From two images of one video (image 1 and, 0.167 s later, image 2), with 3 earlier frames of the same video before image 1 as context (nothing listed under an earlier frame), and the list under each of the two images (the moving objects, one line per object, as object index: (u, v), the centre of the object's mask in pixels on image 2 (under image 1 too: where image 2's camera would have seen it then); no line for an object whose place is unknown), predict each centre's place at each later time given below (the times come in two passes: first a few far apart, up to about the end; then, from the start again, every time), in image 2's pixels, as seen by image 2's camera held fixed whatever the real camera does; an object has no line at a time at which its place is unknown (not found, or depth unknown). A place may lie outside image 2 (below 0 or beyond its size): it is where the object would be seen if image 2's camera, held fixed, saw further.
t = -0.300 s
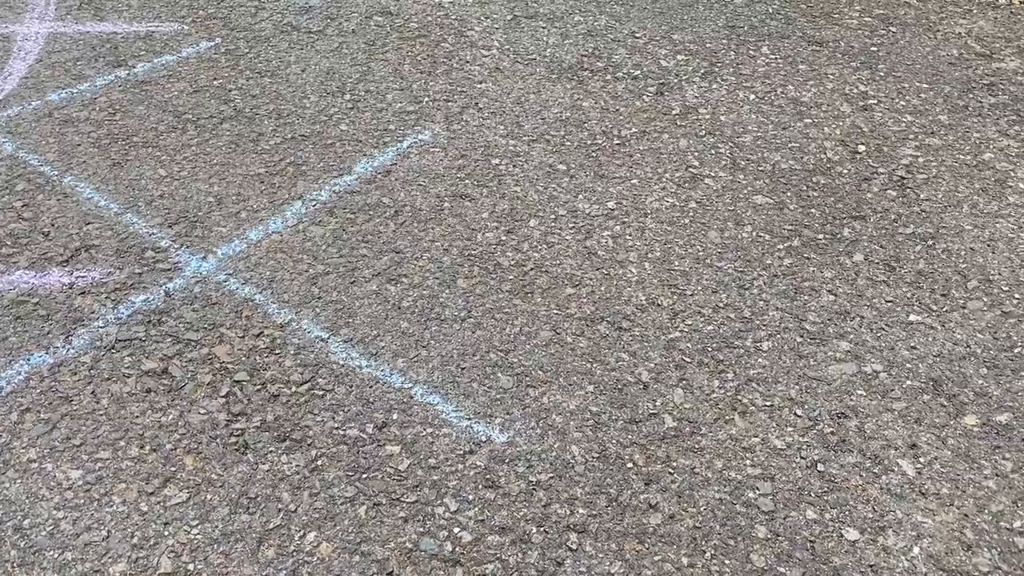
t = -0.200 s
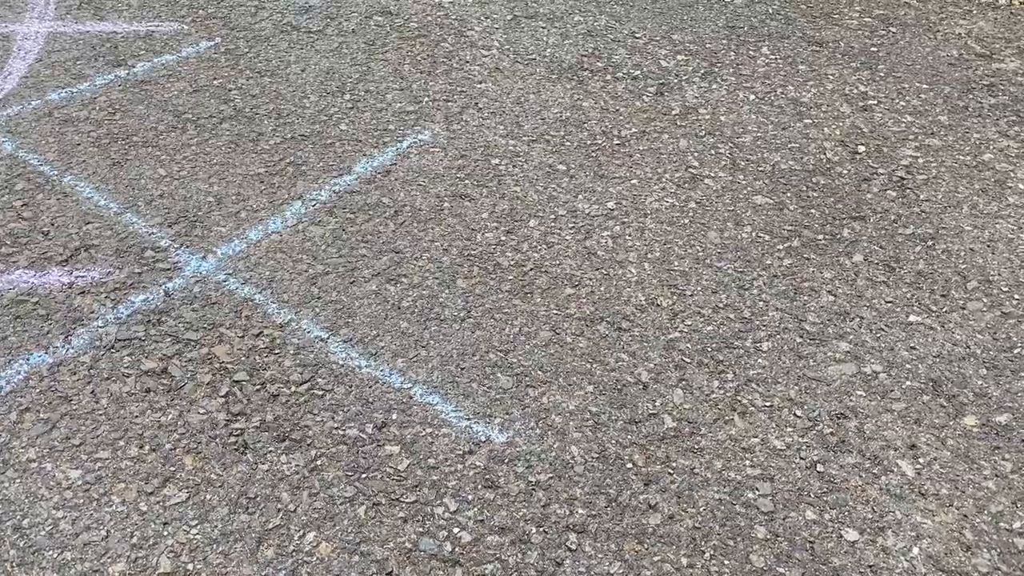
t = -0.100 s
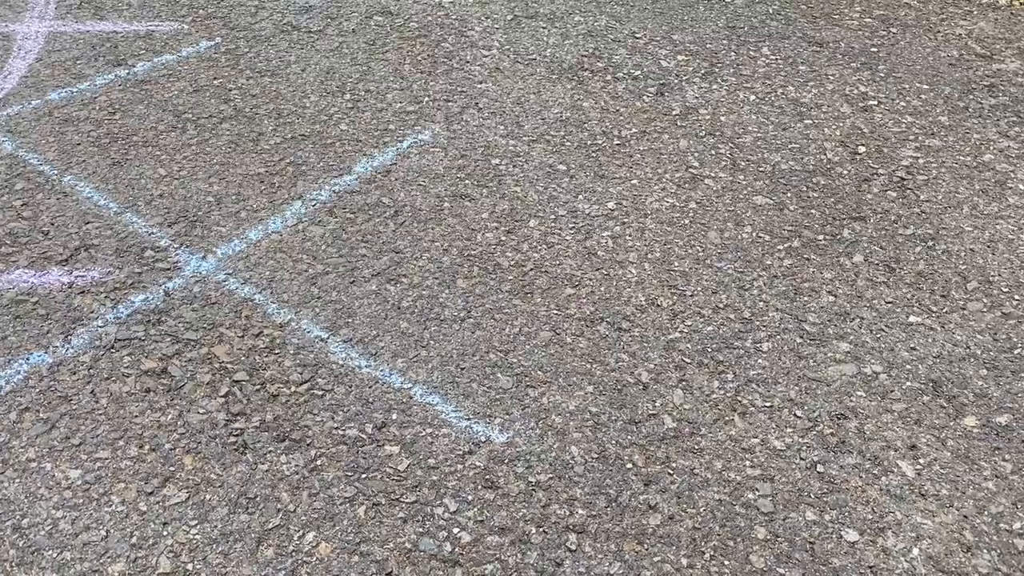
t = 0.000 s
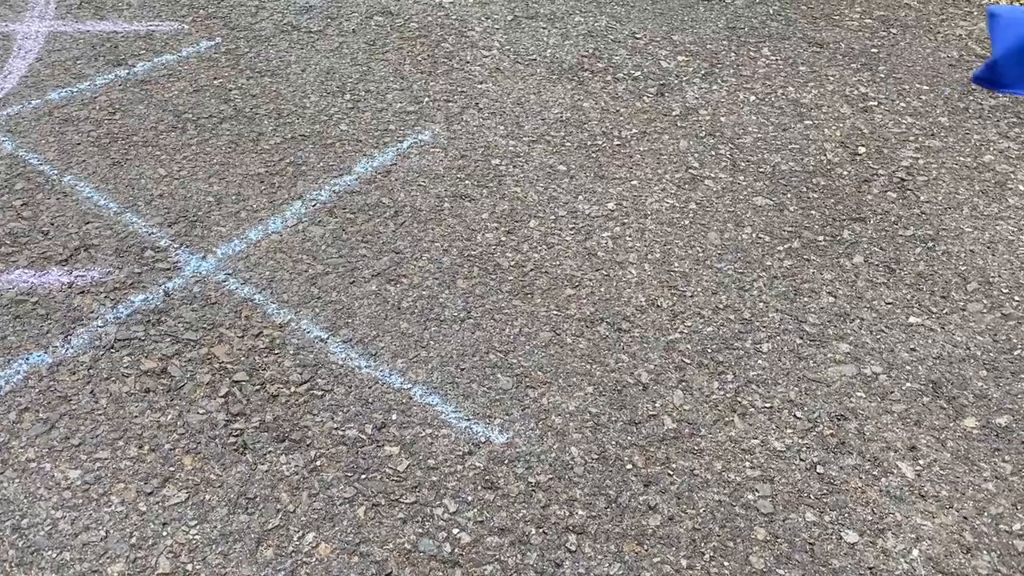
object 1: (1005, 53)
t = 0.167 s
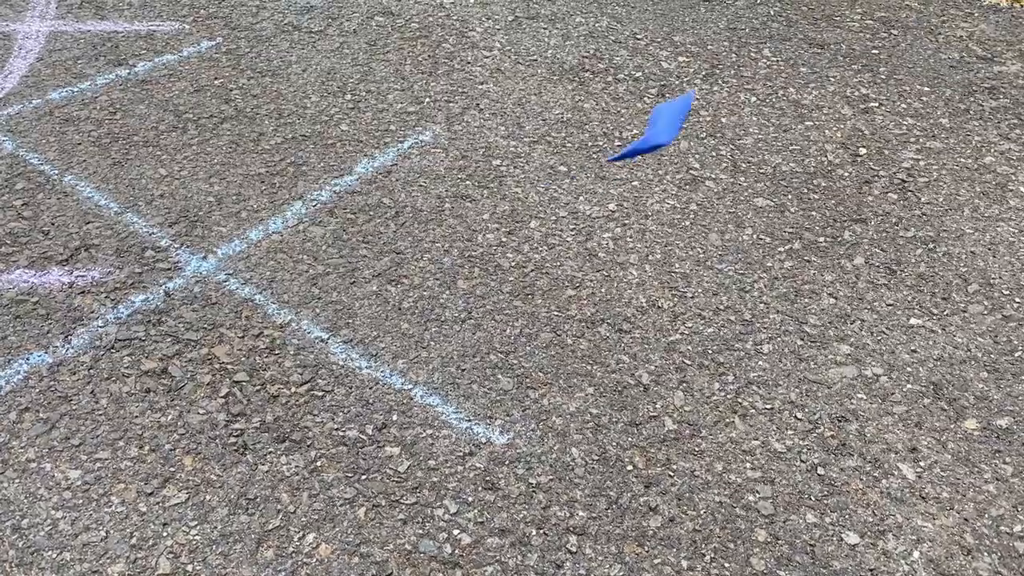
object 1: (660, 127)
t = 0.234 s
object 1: (536, 228)
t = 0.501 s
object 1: (424, 300)
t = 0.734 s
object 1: (424, 300)
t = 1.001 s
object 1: (424, 301)
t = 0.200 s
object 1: (596, 175)
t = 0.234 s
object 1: (536, 228)
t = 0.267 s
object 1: (482, 280)
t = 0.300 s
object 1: (446, 322)
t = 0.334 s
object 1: (437, 309)
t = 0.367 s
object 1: (430, 301)
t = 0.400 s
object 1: (425, 299)
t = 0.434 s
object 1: (424, 300)
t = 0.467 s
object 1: (424, 301)
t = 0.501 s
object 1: (424, 300)
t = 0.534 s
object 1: (424, 300)
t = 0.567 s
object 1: (424, 300)
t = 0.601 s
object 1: (424, 300)
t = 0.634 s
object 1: (424, 300)
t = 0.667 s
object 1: (424, 300)
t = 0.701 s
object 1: (424, 300)
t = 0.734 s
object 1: (424, 300)
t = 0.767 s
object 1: (424, 301)
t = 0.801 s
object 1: (424, 301)
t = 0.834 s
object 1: (424, 300)
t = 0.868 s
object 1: (424, 301)
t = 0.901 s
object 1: (424, 301)
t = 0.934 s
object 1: (424, 300)
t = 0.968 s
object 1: (424, 300)
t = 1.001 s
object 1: (424, 301)
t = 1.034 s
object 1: (424, 301)
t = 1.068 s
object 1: (424, 301)
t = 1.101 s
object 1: (424, 301)
